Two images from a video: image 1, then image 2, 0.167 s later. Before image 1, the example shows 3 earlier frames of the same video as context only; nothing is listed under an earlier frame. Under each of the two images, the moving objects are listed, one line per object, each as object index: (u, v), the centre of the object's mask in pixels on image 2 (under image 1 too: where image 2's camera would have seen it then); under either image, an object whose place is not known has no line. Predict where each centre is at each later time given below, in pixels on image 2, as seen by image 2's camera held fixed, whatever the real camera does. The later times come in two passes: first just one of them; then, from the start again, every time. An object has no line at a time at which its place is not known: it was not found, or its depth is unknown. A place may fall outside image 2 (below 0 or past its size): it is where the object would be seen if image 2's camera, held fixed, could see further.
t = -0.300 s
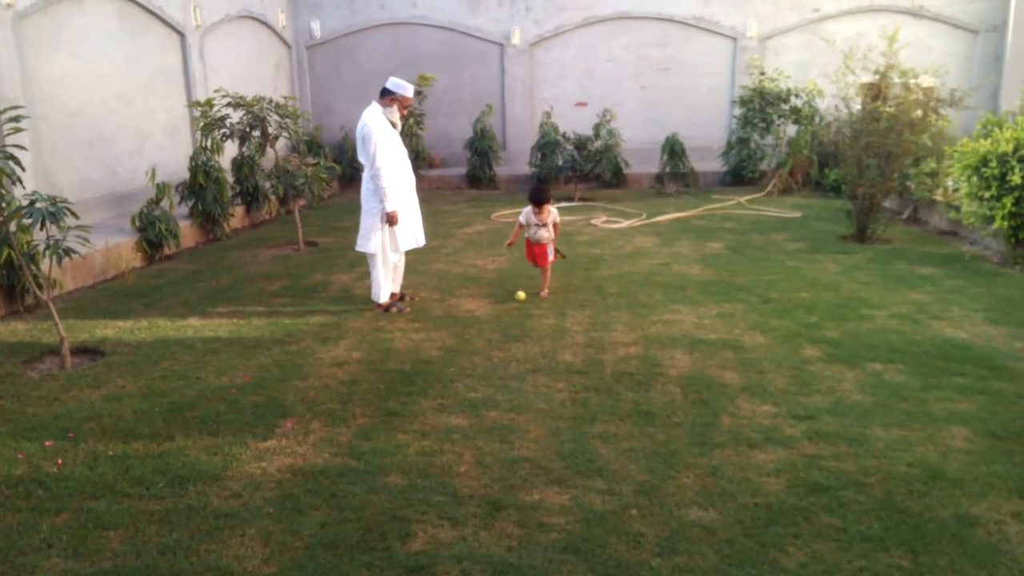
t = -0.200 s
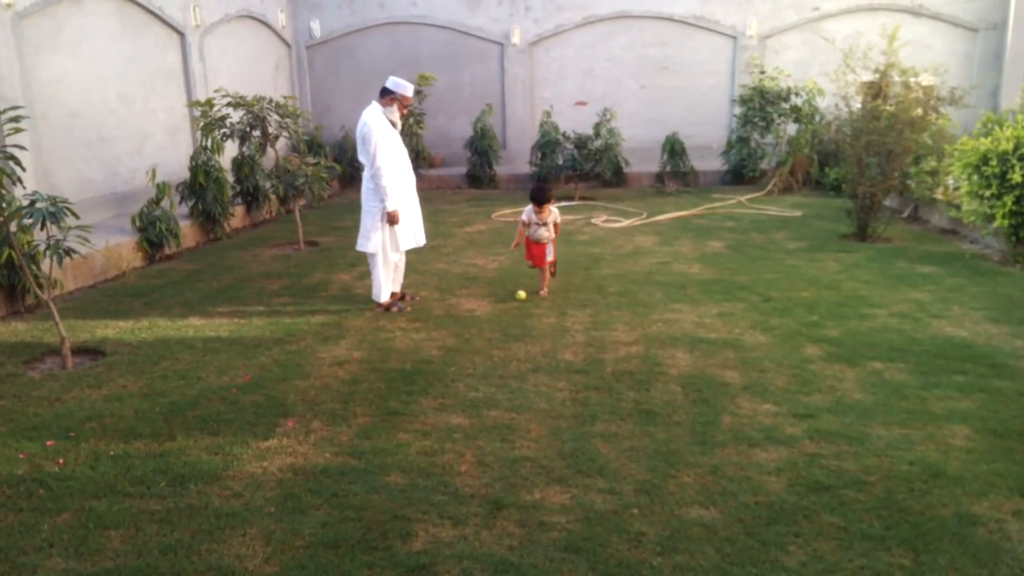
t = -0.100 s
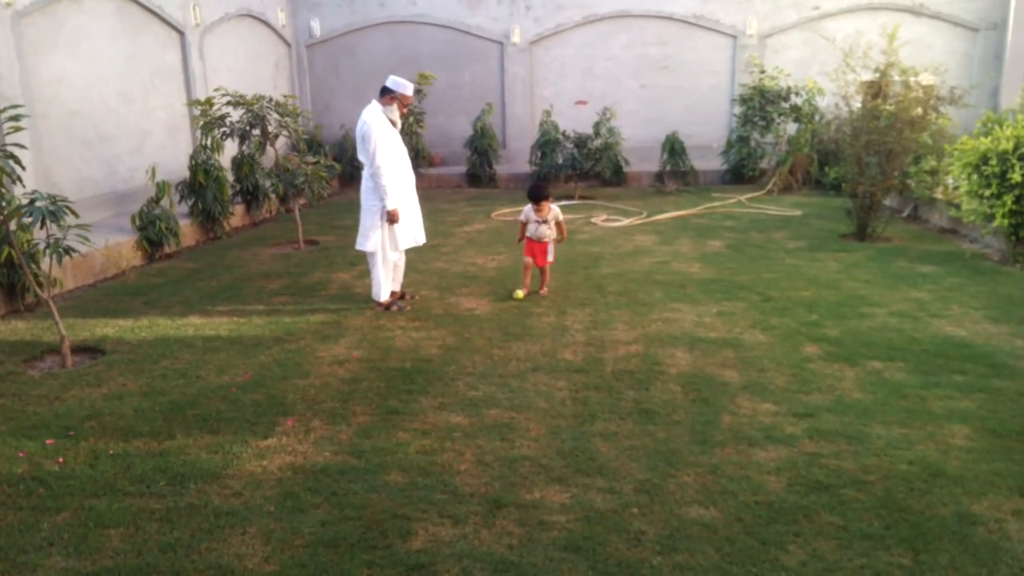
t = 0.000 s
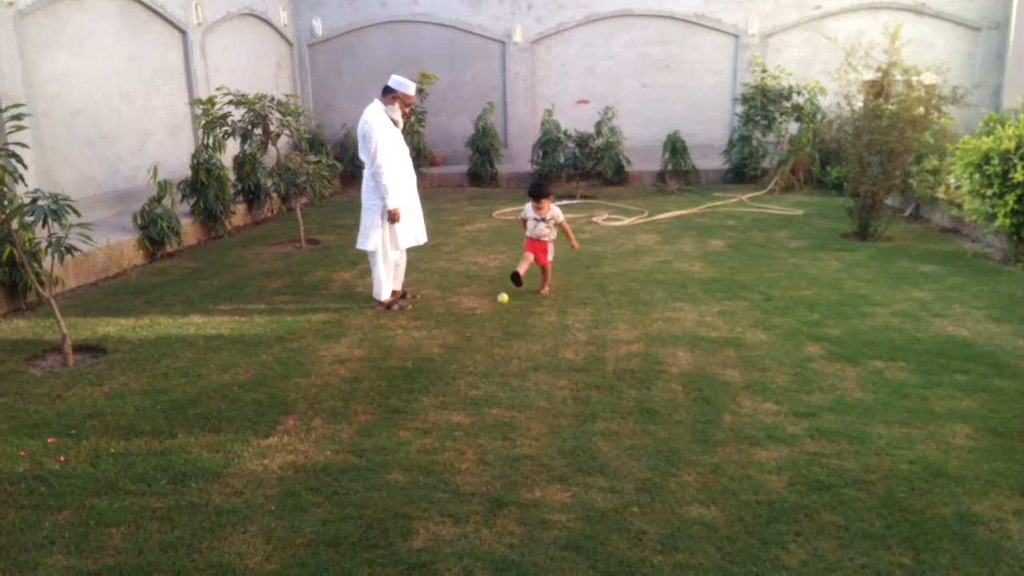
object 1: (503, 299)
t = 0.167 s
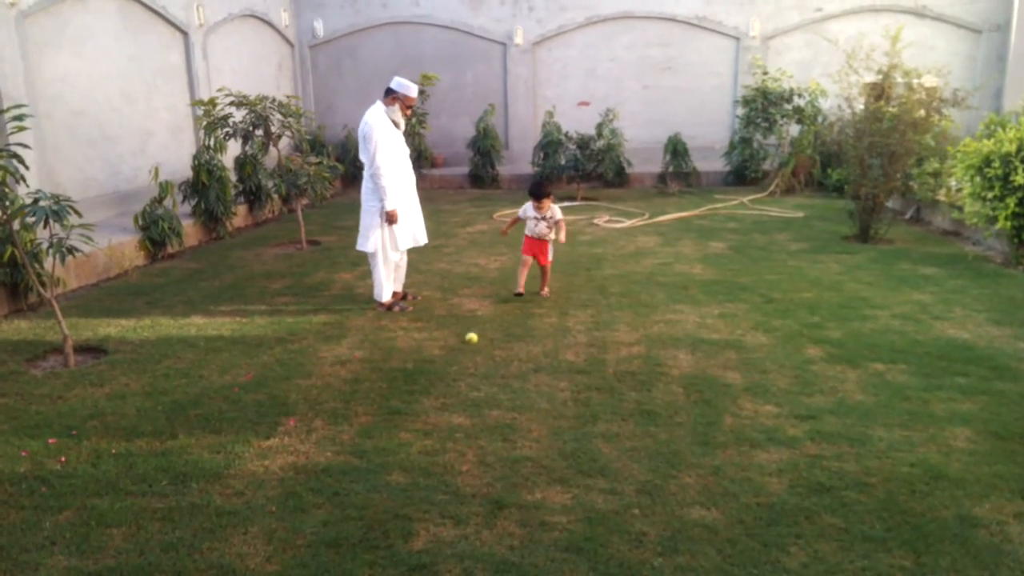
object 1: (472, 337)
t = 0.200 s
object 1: (467, 337)
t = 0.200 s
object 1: (467, 337)
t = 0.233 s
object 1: (462, 337)
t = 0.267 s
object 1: (458, 339)
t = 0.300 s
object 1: (453, 343)
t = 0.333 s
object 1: (448, 349)
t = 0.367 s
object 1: (442, 357)
